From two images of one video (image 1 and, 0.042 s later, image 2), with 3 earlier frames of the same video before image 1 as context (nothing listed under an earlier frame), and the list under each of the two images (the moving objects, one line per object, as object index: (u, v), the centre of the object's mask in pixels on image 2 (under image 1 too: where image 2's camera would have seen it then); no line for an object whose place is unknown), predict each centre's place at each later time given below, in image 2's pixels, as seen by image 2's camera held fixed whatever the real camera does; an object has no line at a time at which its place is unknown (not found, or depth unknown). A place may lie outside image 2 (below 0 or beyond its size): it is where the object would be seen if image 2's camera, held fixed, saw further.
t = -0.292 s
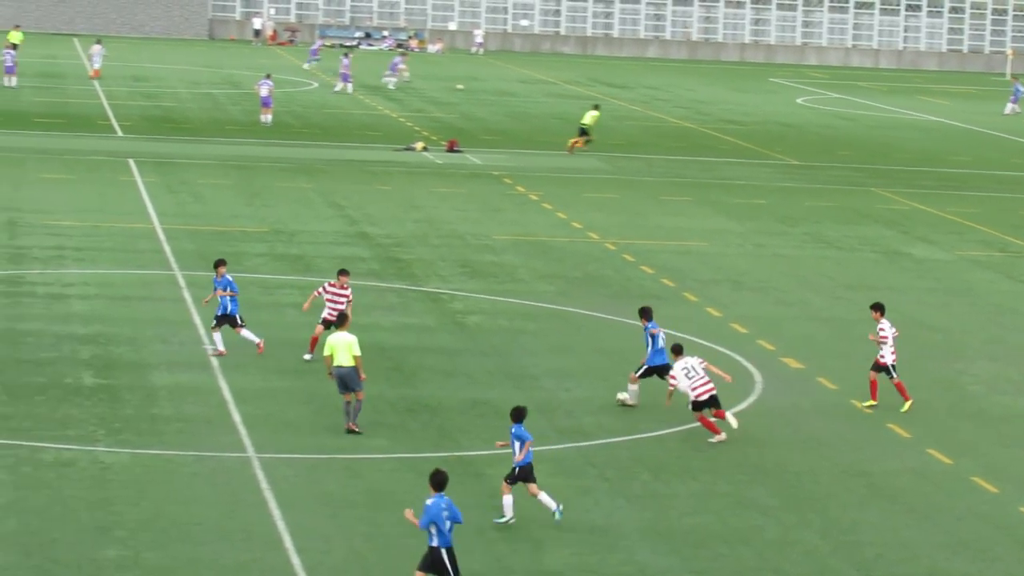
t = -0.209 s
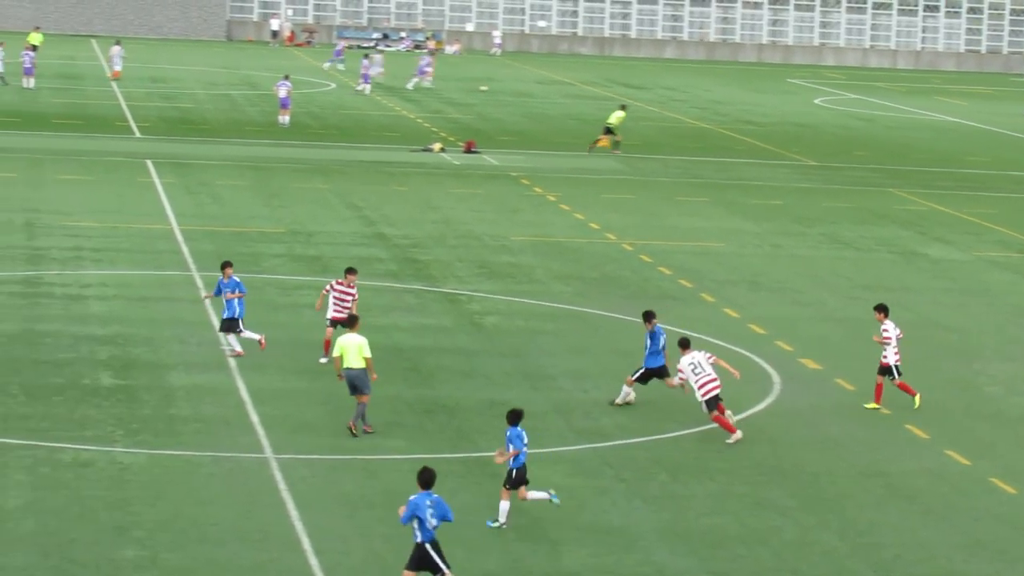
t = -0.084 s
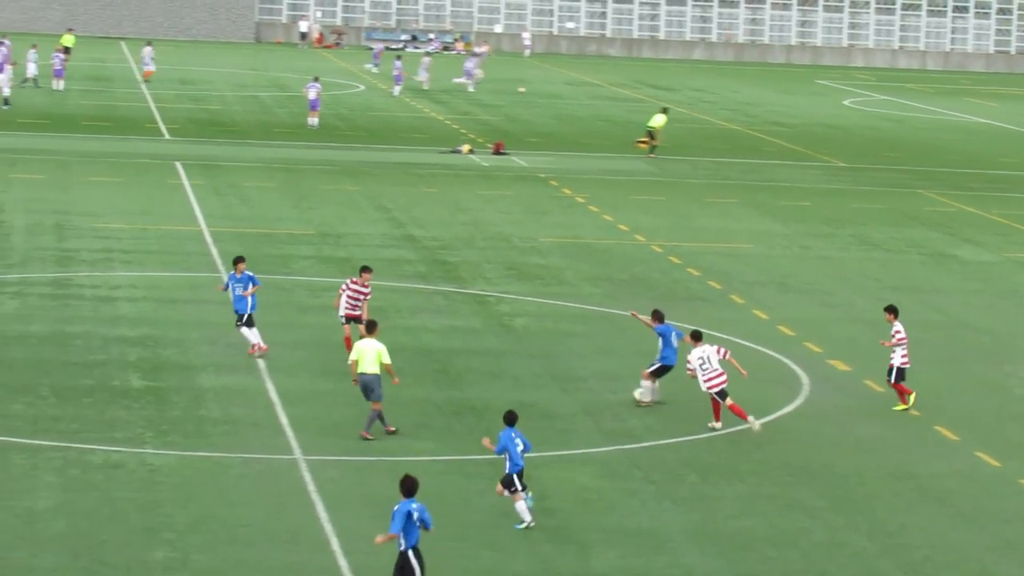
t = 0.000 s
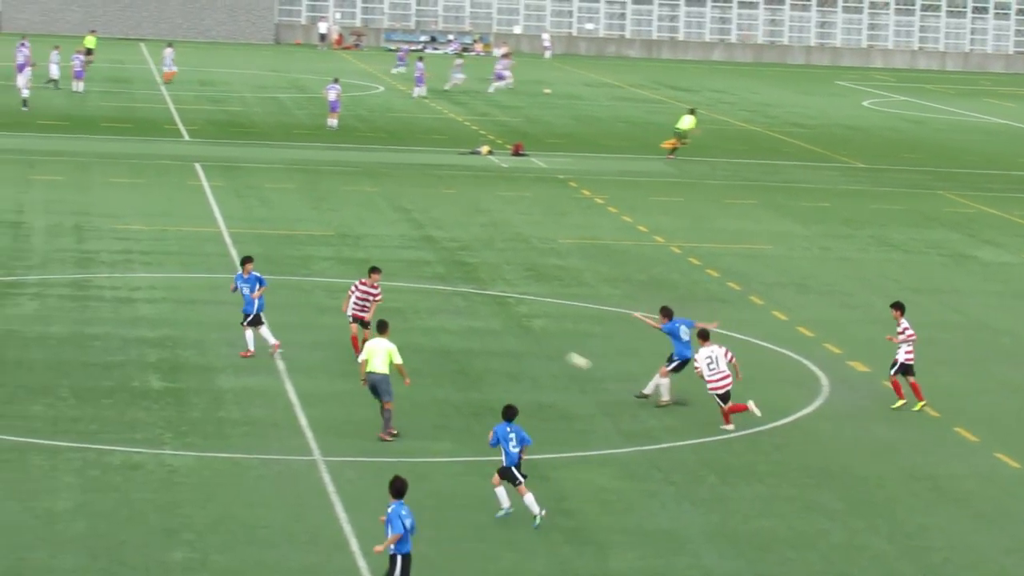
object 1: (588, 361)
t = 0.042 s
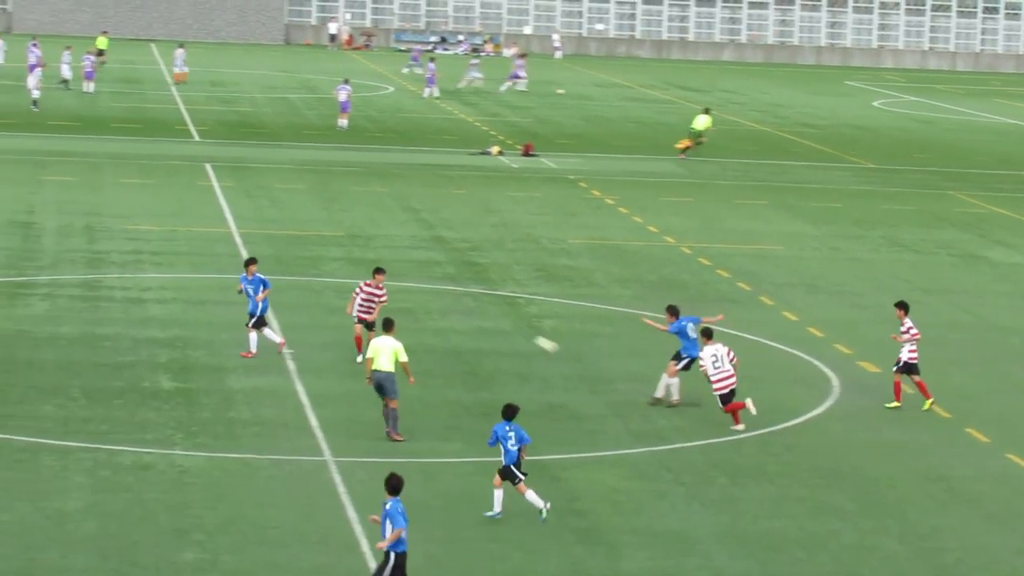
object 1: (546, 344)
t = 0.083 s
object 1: (502, 327)
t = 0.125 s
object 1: (459, 312)
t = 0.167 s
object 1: (417, 298)
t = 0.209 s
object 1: (376, 285)
